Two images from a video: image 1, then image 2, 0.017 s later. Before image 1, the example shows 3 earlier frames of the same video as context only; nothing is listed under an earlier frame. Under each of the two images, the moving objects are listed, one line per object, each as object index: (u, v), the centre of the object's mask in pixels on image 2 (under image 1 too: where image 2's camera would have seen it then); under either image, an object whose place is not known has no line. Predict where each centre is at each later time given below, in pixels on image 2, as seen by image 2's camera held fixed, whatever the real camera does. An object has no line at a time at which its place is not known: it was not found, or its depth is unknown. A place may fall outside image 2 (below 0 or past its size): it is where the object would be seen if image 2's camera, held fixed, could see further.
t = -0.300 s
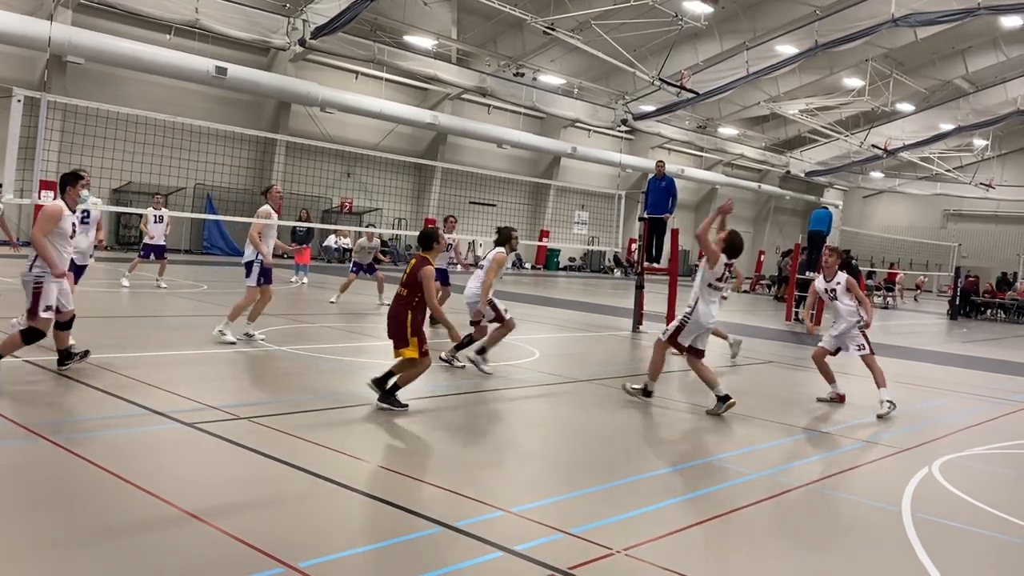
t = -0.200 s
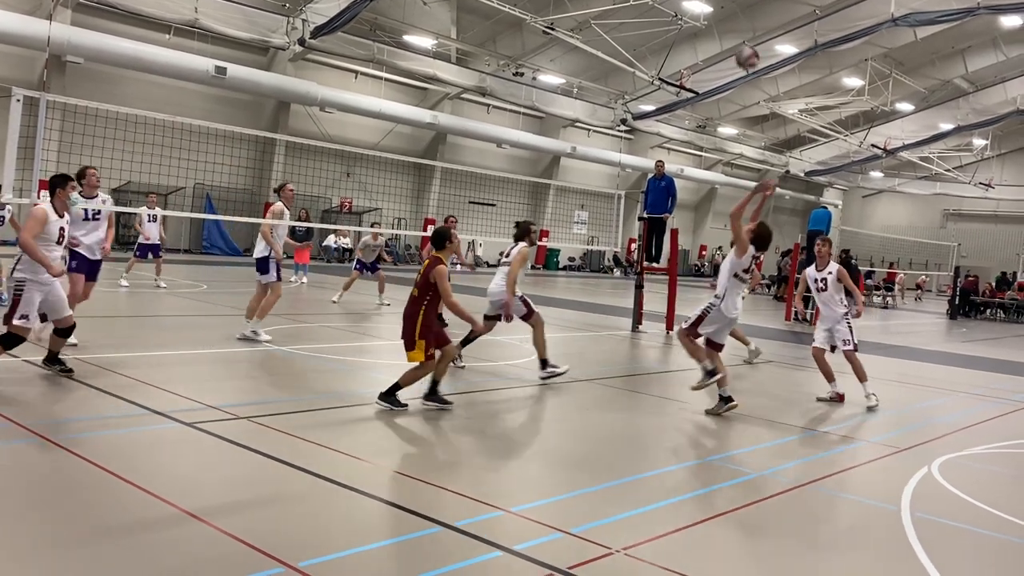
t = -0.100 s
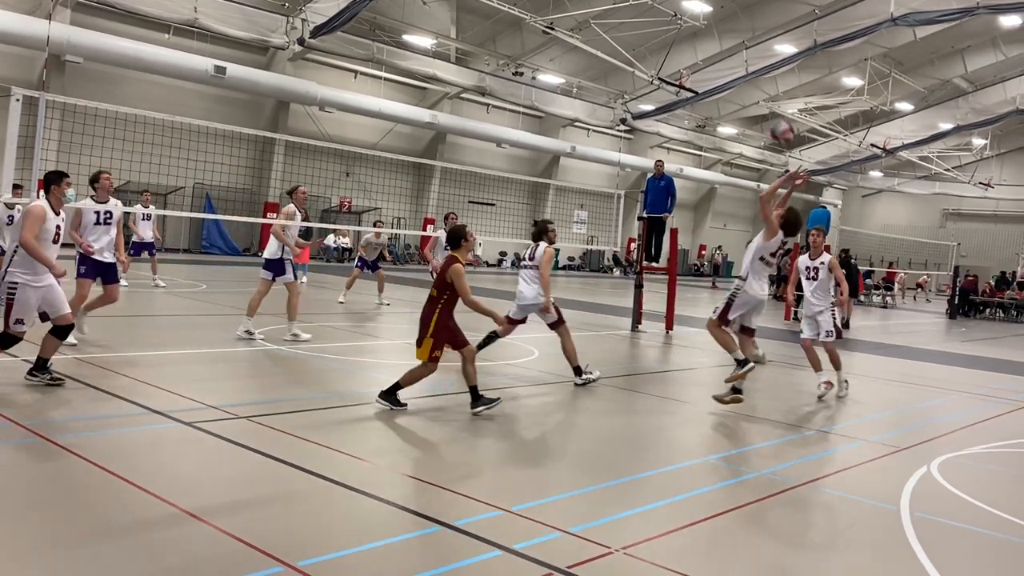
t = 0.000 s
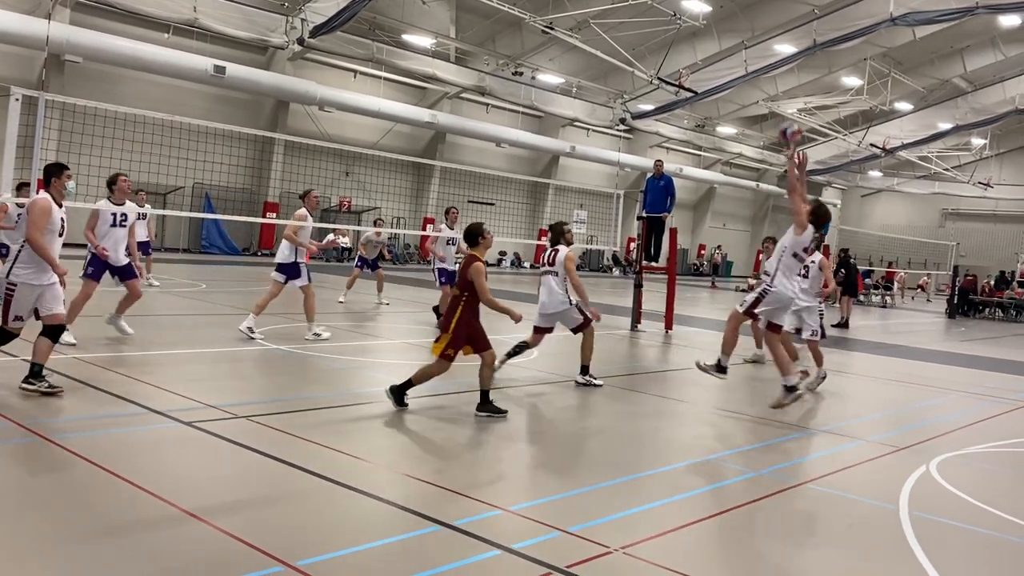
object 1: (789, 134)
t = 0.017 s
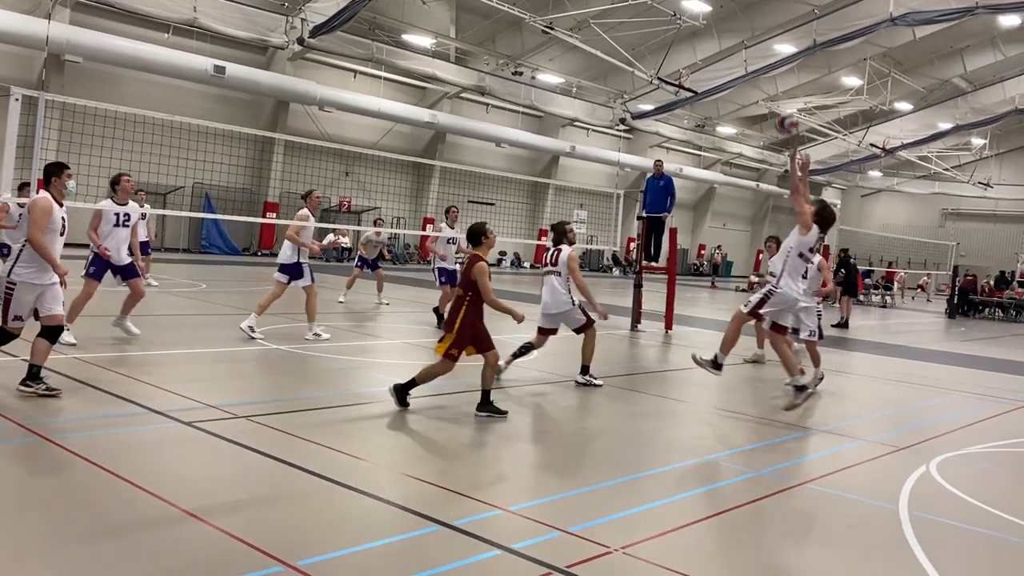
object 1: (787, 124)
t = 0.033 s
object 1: (783, 114)
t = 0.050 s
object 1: (780, 104)
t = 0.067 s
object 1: (776, 95)
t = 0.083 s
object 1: (774, 87)
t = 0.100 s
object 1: (770, 80)
